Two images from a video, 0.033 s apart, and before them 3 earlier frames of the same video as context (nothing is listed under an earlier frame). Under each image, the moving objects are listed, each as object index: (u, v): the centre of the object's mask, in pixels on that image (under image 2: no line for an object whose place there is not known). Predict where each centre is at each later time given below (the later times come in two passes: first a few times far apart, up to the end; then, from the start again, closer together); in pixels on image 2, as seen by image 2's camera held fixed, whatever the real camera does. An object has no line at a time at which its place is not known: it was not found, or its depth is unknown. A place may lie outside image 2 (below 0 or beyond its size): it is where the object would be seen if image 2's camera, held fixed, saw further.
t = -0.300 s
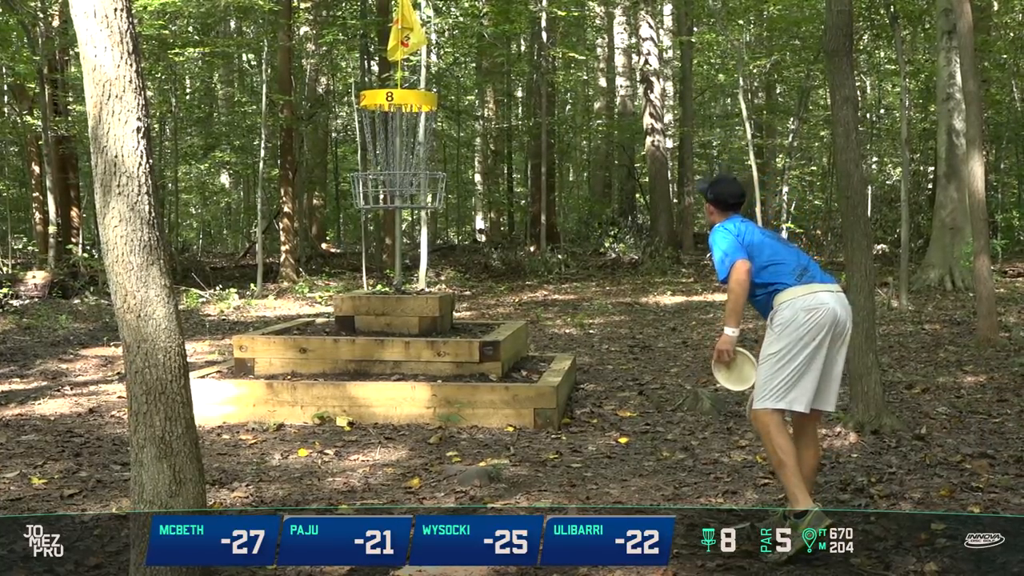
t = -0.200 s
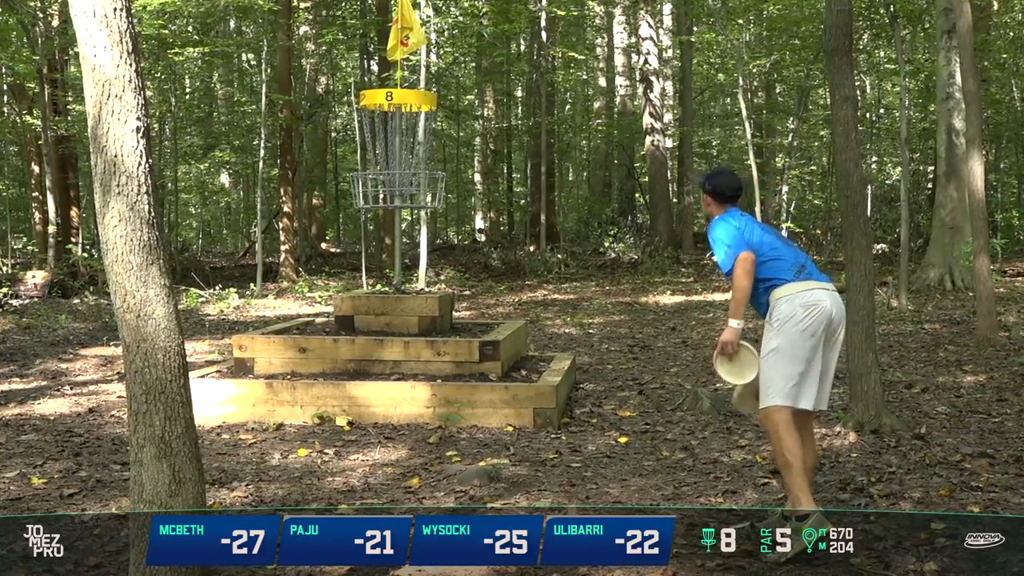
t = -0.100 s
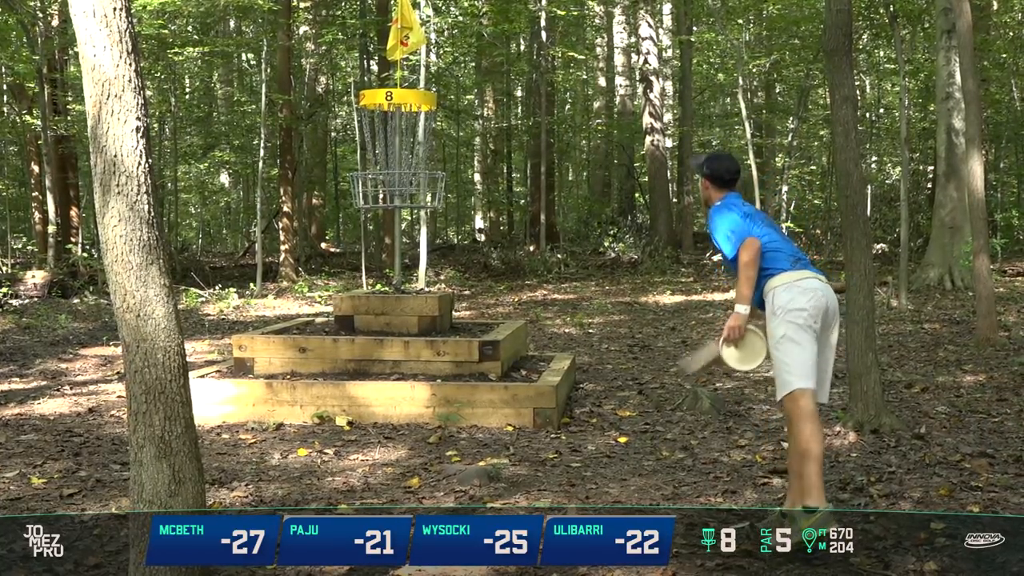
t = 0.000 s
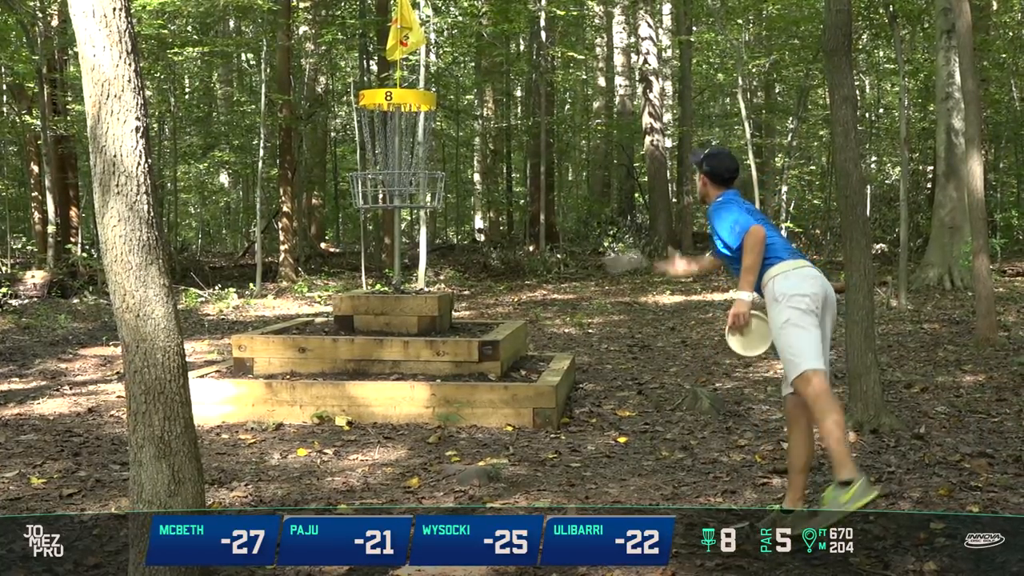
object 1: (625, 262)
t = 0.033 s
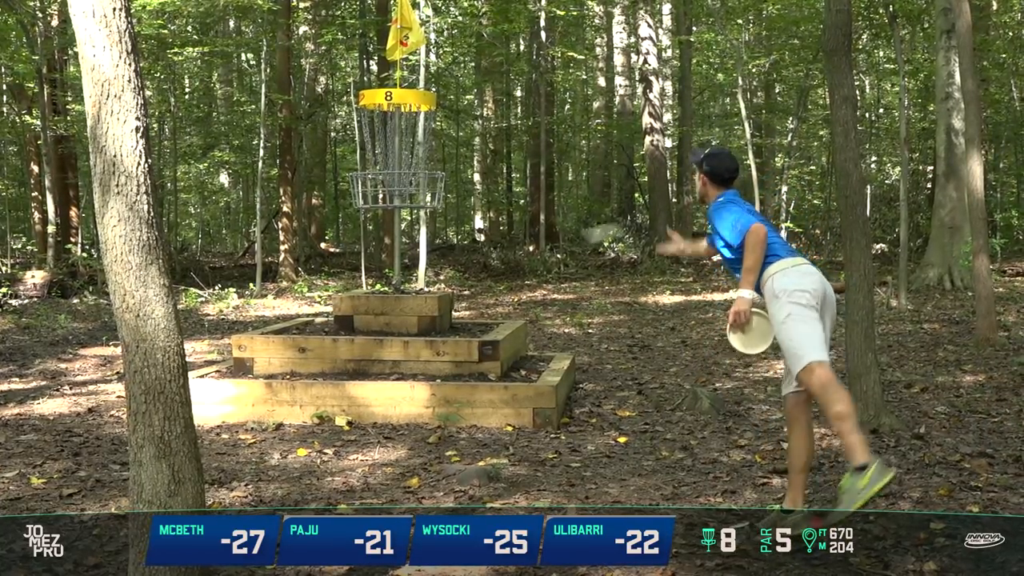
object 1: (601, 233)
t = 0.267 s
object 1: (486, 139)
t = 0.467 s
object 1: (419, 148)
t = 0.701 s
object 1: (420, 168)
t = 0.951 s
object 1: (423, 187)
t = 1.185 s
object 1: (421, 192)
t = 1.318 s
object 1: (421, 192)
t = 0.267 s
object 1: (486, 139)
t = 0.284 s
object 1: (480, 138)
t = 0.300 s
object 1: (474, 136)
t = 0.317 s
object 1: (467, 136)
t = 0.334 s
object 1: (461, 137)
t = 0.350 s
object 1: (456, 138)
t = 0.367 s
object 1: (450, 138)
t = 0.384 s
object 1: (442, 139)
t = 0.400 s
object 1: (436, 141)
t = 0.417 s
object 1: (432, 142)
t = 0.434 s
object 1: (425, 145)
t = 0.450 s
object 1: (421, 147)
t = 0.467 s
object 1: (419, 148)
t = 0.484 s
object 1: (418, 149)
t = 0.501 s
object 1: (416, 150)
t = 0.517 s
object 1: (416, 151)
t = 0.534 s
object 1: (416, 151)
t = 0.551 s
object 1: (416, 153)
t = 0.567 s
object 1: (417, 154)
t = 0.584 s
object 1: (417, 155)
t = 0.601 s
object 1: (417, 157)
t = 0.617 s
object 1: (418, 158)
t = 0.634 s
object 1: (418, 160)
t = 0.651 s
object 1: (419, 163)
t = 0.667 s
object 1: (419, 164)
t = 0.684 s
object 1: (420, 166)
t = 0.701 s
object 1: (420, 168)
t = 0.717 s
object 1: (420, 169)
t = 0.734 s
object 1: (420, 171)
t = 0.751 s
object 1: (420, 173)
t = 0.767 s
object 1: (420, 175)
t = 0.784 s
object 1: (420, 178)
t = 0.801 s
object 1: (420, 180)
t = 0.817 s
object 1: (420, 184)
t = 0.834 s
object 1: (421, 188)
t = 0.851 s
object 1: (421, 190)
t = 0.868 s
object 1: (422, 189)
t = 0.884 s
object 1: (423, 189)
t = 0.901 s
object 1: (424, 188)
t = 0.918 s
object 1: (424, 188)
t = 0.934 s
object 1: (424, 188)
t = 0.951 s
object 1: (423, 187)
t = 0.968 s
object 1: (422, 187)
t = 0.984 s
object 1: (422, 188)
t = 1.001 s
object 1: (421, 188)
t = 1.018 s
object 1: (421, 190)
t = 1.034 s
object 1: (420, 191)
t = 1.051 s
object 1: (420, 191)
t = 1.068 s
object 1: (420, 191)
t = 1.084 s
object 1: (420, 191)
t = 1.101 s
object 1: (421, 192)
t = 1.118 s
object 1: (421, 192)
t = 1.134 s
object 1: (422, 192)
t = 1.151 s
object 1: (422, 192)
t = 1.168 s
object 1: (421, 192)
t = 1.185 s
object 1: (421, 192)
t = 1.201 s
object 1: (422, 192)
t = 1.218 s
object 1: (421, 192)
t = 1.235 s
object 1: (422, 192)
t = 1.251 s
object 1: (422, 192)
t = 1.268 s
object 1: (421, 192)
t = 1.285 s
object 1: (421, 192)
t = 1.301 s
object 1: (422, 192)
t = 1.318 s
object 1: (421, 192)
